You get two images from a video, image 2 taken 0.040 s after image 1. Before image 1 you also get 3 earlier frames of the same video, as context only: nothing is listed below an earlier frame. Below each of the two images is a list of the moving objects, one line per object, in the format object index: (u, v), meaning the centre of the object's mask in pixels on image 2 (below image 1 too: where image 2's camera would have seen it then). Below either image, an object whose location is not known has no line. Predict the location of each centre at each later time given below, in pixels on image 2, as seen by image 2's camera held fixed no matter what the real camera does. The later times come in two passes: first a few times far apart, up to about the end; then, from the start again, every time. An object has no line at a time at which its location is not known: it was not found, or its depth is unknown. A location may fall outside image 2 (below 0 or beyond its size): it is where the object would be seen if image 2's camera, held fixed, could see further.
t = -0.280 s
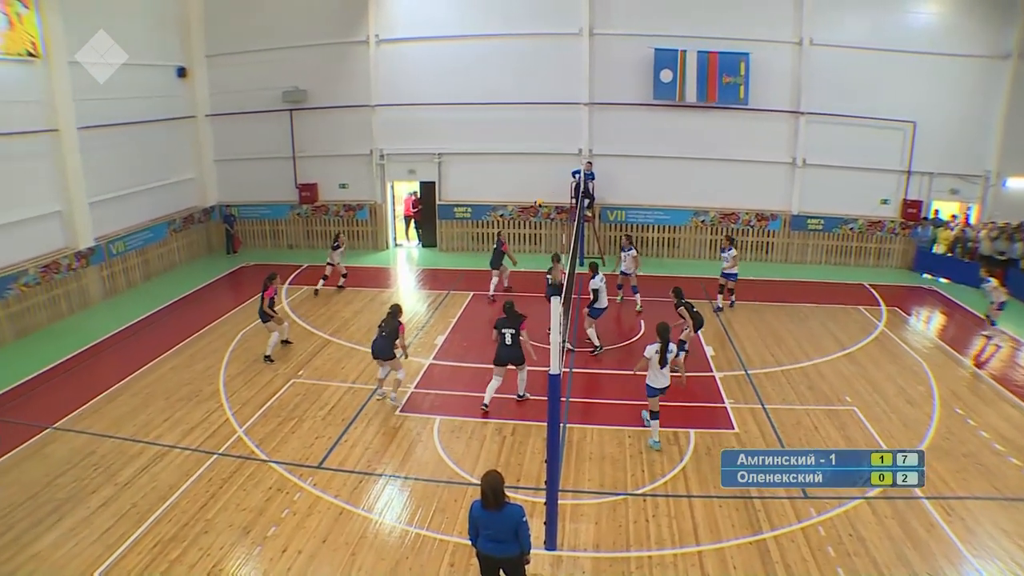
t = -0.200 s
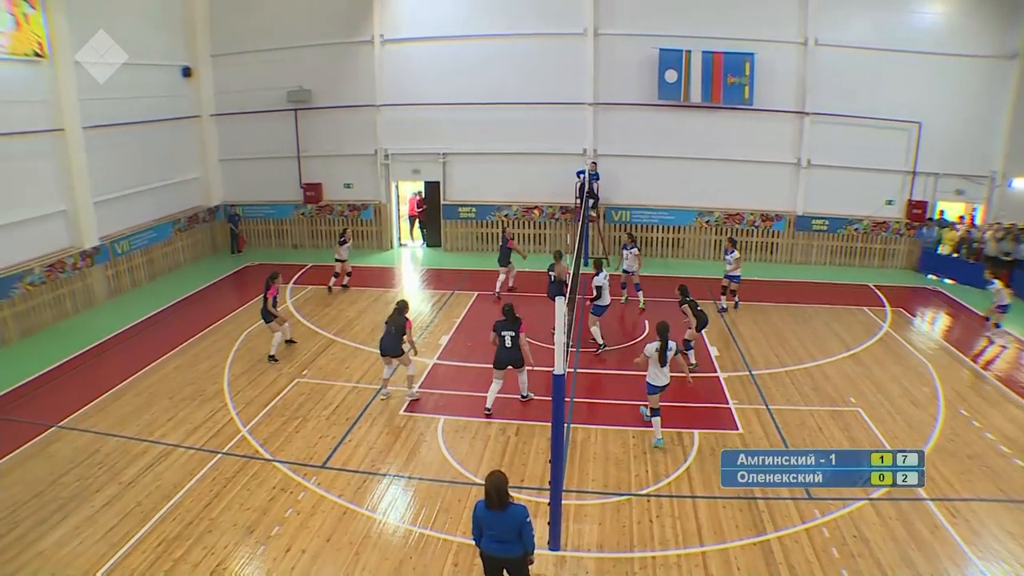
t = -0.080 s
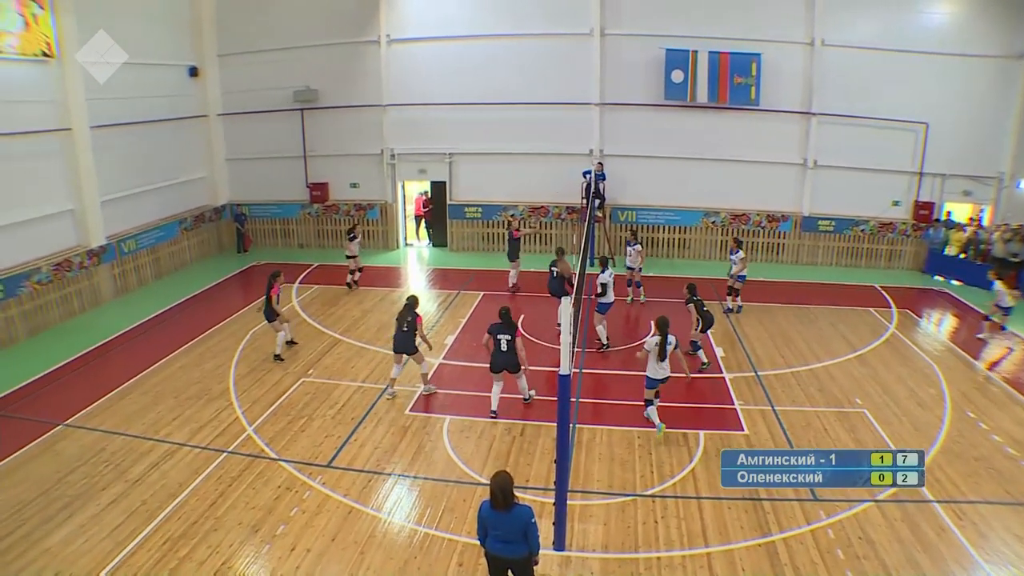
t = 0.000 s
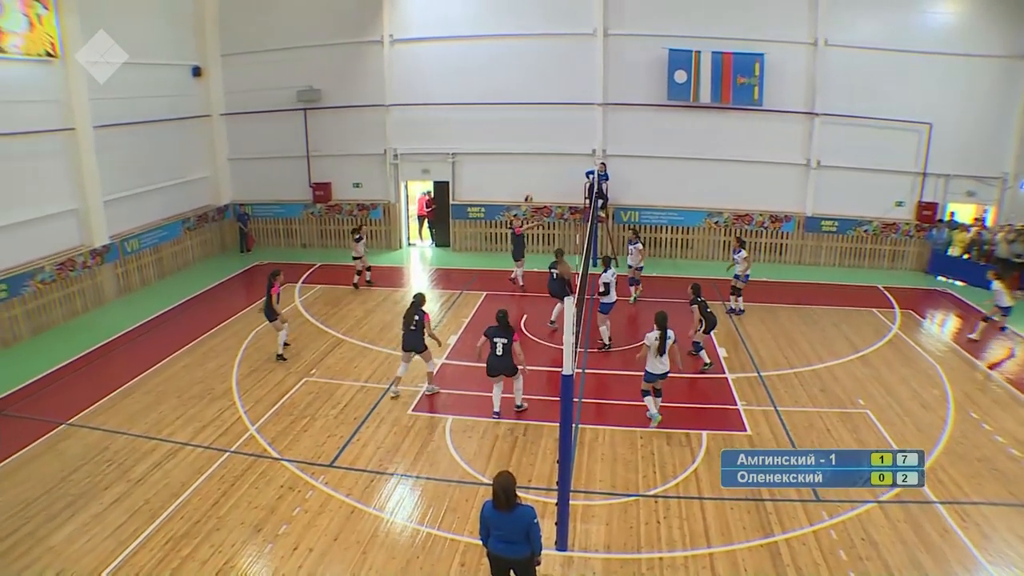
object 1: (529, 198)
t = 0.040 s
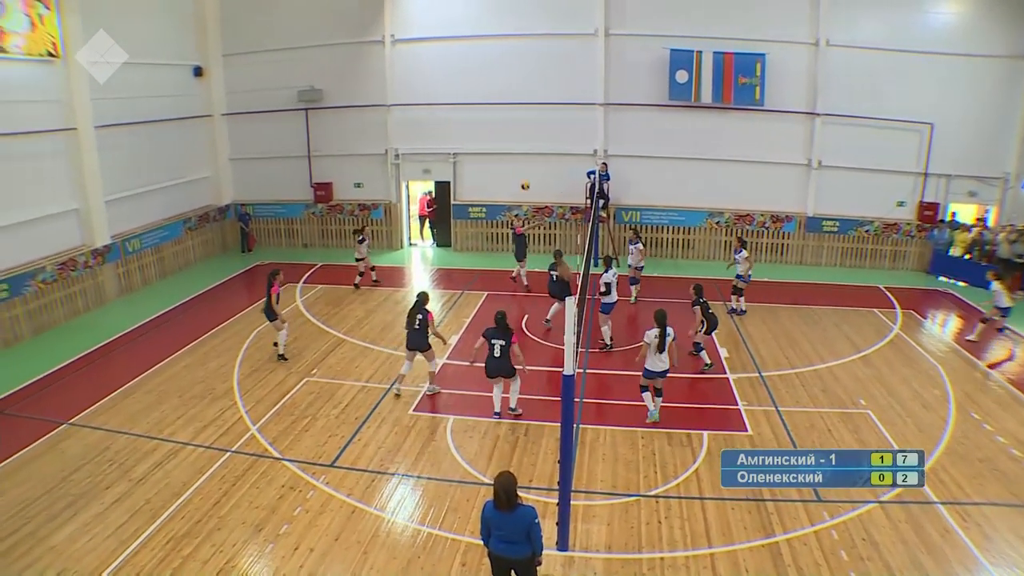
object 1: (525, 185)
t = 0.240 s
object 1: (504, 130)
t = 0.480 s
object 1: (476, 87)
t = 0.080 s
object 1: (521, 173)
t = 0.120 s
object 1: (516, 162)
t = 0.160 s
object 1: (512, 151)
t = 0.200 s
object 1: (508, 140)
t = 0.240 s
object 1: (504, 130)
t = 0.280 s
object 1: (498, 121)
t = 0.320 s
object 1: (495, 114)
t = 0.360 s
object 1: (490, 106)
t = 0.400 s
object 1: (486, 99)
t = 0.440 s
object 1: (481, 93)
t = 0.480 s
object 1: (476, 87)
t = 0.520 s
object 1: (471, 82)
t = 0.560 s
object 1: (467, 78)
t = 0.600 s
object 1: (461, 75)
